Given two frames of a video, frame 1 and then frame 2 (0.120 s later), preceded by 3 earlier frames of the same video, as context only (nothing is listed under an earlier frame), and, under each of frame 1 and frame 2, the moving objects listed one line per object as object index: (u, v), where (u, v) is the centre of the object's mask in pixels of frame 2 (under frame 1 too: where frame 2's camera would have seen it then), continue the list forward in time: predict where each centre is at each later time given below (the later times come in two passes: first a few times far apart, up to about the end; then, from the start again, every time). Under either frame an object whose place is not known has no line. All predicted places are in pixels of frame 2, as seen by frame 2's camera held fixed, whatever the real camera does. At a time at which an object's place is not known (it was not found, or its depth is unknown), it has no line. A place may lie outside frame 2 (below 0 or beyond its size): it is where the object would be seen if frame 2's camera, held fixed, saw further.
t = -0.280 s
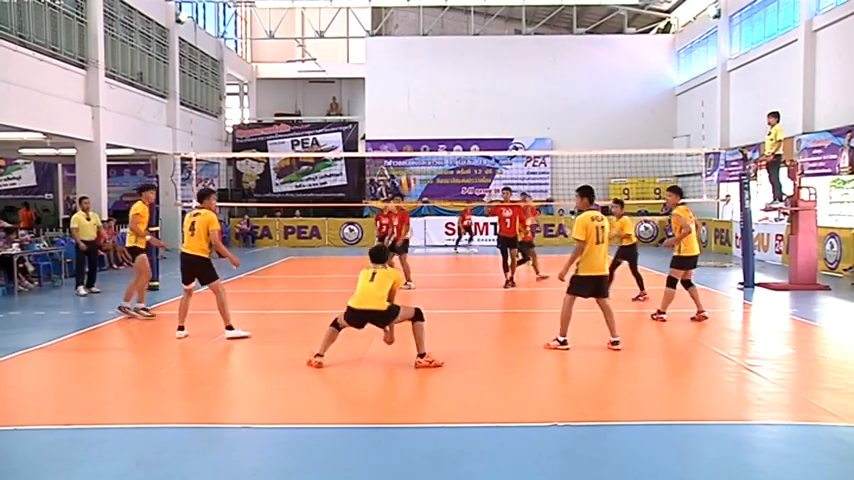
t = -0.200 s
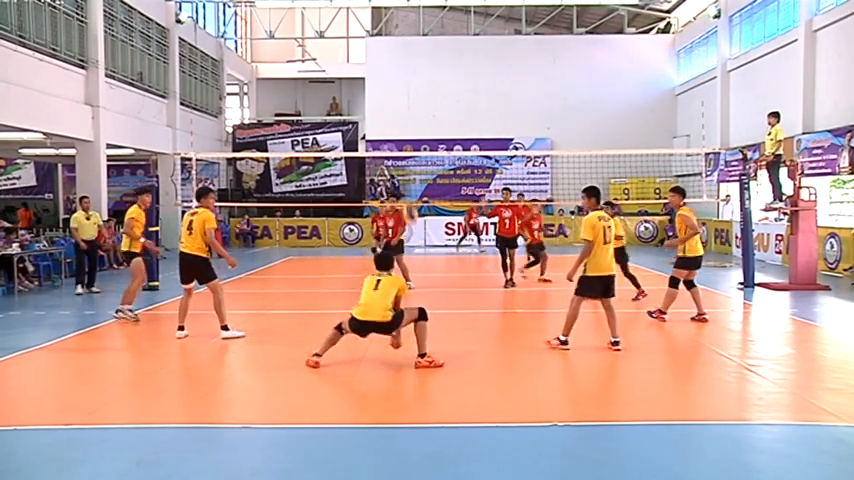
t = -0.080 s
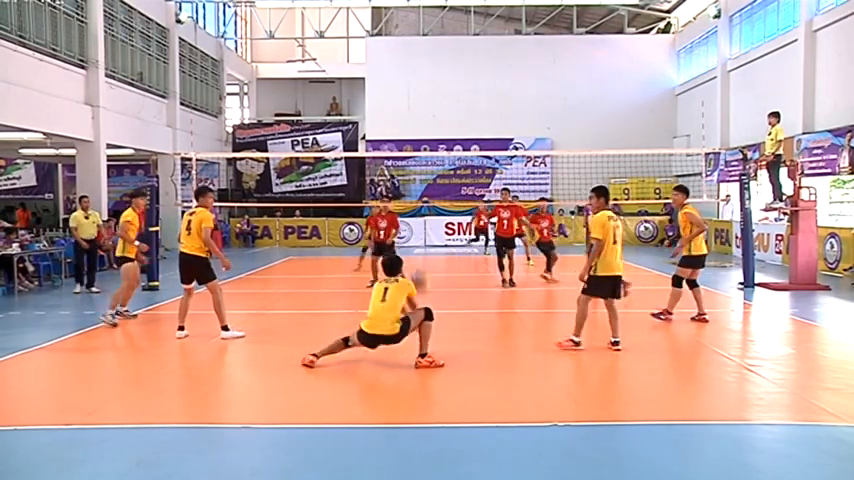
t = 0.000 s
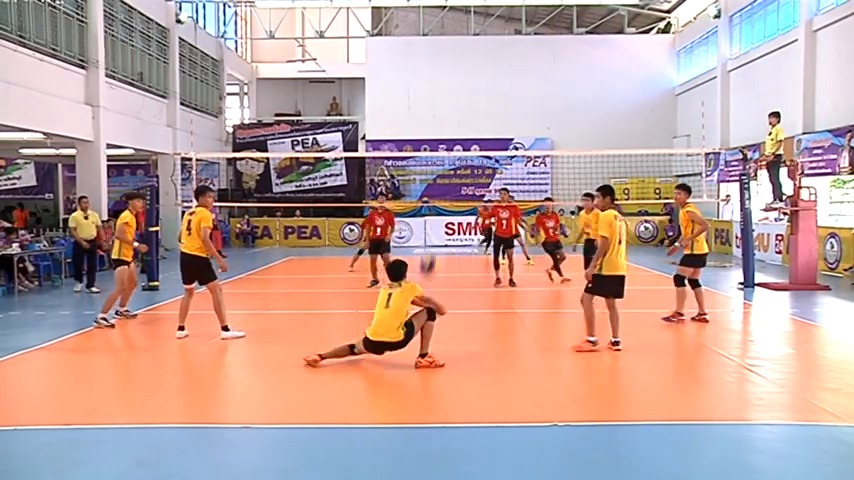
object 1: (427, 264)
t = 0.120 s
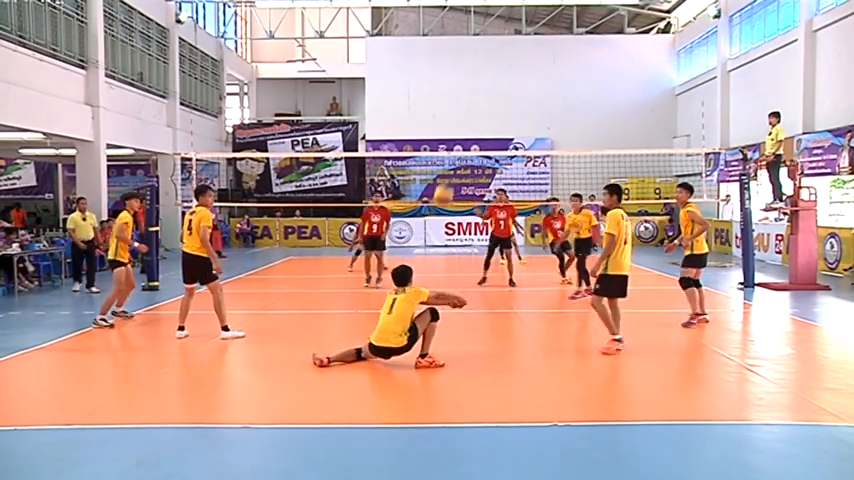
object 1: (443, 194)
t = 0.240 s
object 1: (456, 145)
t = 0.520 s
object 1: (481, 89)
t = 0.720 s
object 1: (495, 91)
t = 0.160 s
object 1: (448, 176)
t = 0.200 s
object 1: (453, 161)
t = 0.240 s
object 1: (456, 145)
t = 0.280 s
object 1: (460, 133)
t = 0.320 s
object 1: (464, 120)
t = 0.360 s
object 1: (468, 112)
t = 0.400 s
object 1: (470, 104)
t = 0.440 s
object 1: (474, 98)
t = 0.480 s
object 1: (478, 92)
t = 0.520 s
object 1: (481, 89)
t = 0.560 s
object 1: (484, 87)
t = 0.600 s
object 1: (487, 86)
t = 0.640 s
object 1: (490, 87)
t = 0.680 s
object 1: (493, 89)
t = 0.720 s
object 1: (495, 91)
